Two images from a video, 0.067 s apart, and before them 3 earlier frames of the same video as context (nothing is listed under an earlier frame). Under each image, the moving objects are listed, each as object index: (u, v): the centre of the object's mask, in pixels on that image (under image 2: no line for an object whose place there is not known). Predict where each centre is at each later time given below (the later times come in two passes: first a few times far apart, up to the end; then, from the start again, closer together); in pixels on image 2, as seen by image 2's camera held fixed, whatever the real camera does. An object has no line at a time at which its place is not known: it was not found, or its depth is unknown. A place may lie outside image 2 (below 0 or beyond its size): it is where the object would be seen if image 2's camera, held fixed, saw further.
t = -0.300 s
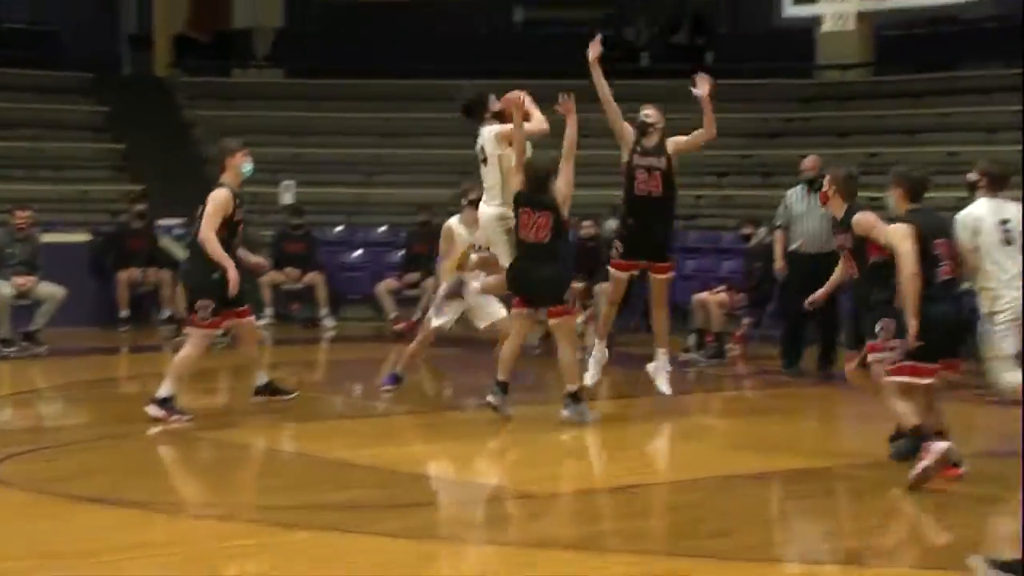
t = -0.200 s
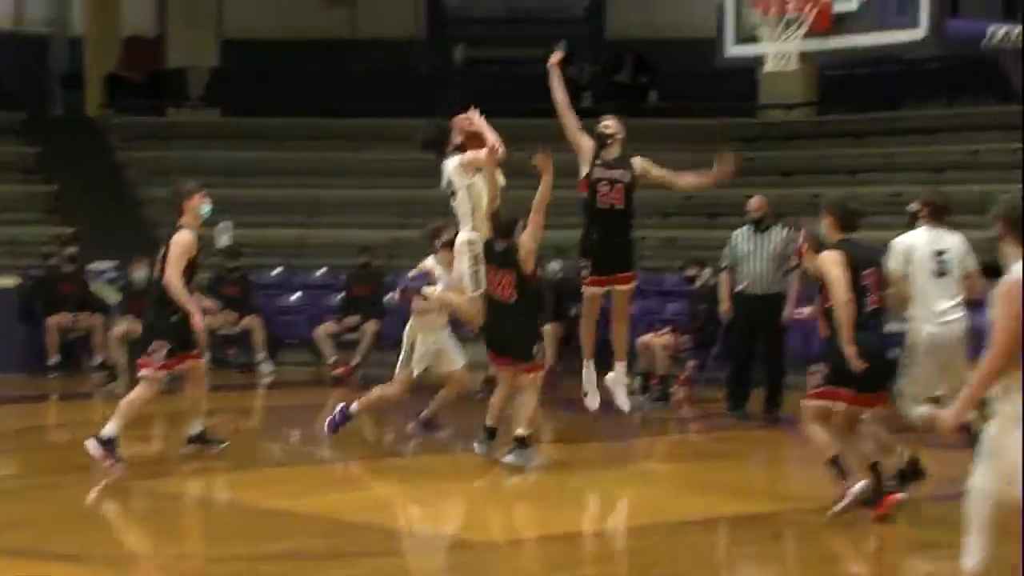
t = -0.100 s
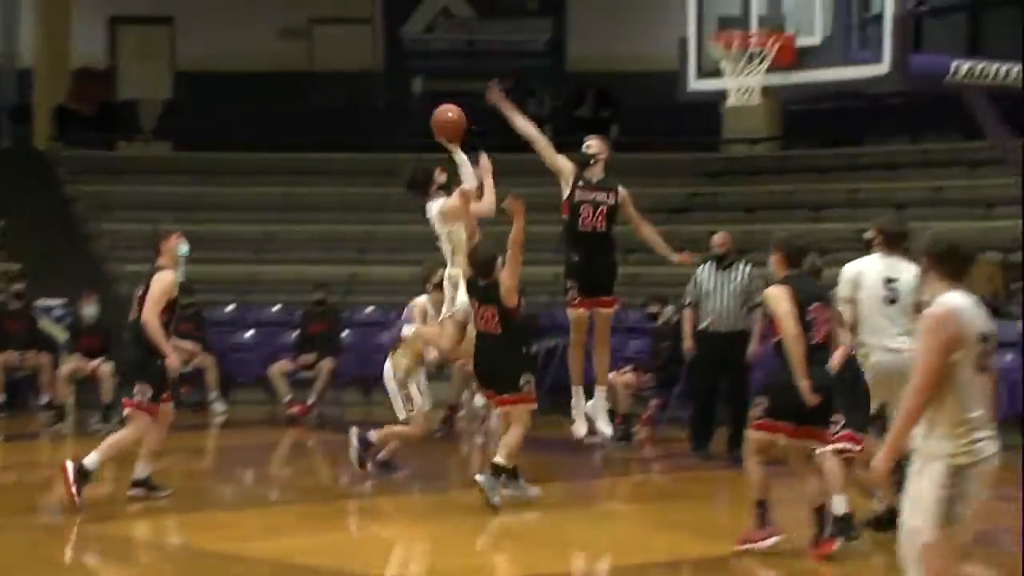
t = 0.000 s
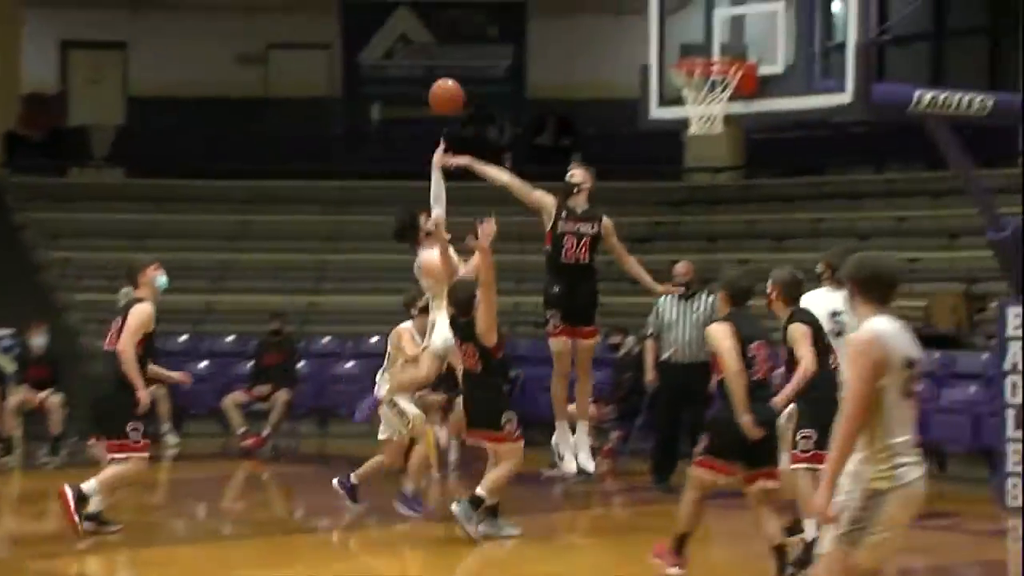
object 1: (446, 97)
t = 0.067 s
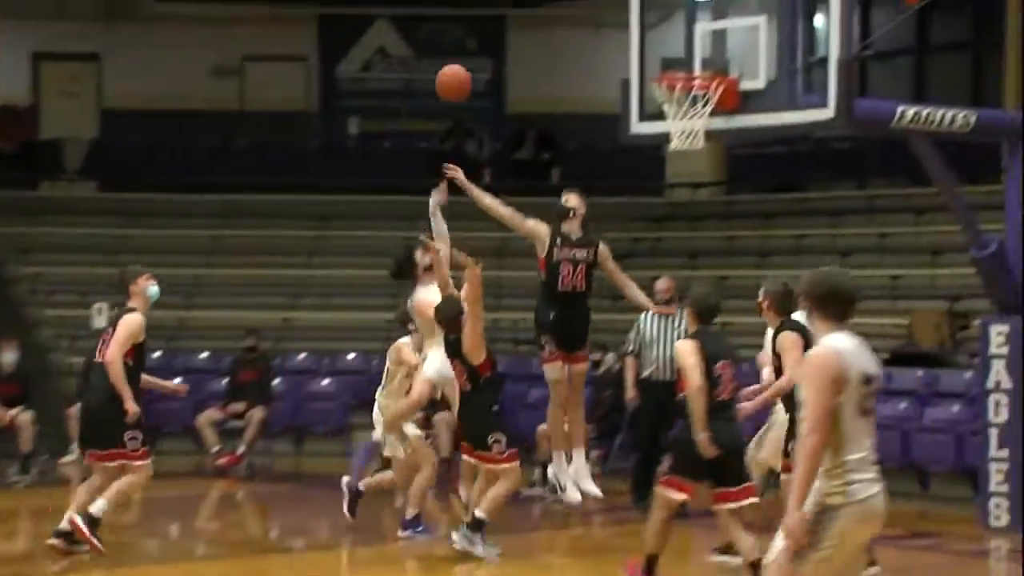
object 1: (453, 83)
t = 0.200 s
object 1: (515, 42)
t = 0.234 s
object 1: (530, 35)
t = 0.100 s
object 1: (468, 71)
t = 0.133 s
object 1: (485, 60)
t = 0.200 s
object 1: (515, 42)
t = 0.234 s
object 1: (530, 35)
